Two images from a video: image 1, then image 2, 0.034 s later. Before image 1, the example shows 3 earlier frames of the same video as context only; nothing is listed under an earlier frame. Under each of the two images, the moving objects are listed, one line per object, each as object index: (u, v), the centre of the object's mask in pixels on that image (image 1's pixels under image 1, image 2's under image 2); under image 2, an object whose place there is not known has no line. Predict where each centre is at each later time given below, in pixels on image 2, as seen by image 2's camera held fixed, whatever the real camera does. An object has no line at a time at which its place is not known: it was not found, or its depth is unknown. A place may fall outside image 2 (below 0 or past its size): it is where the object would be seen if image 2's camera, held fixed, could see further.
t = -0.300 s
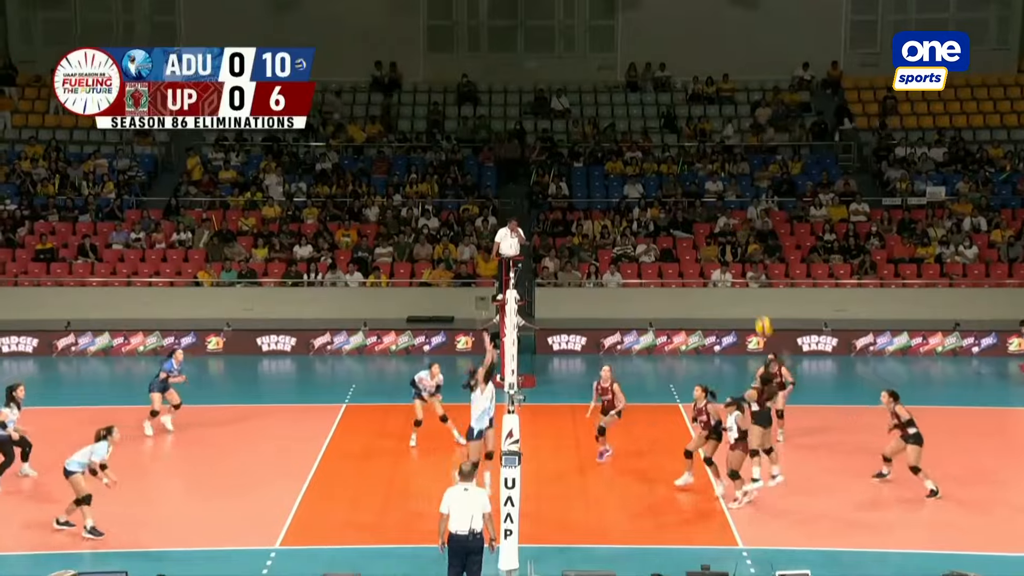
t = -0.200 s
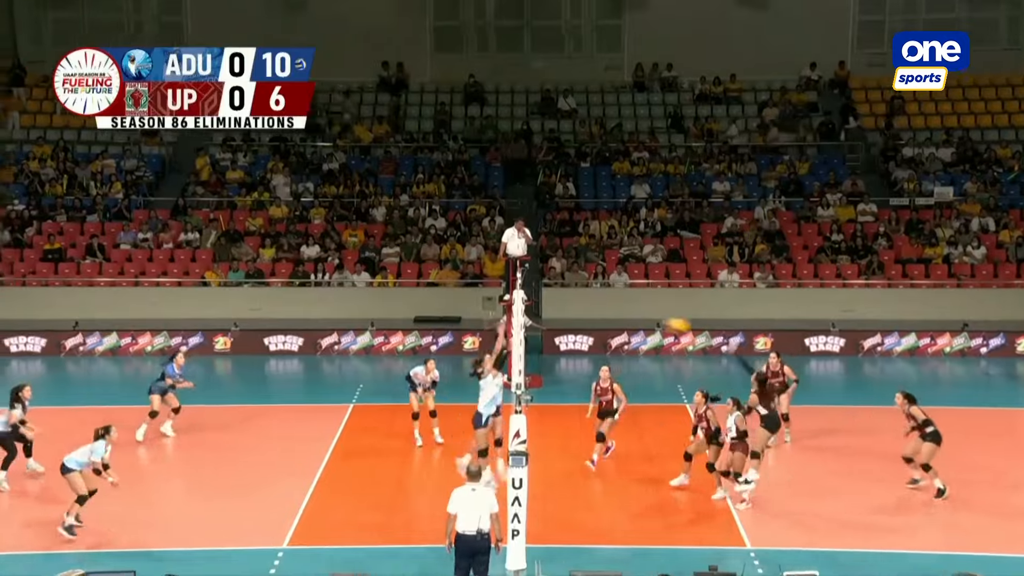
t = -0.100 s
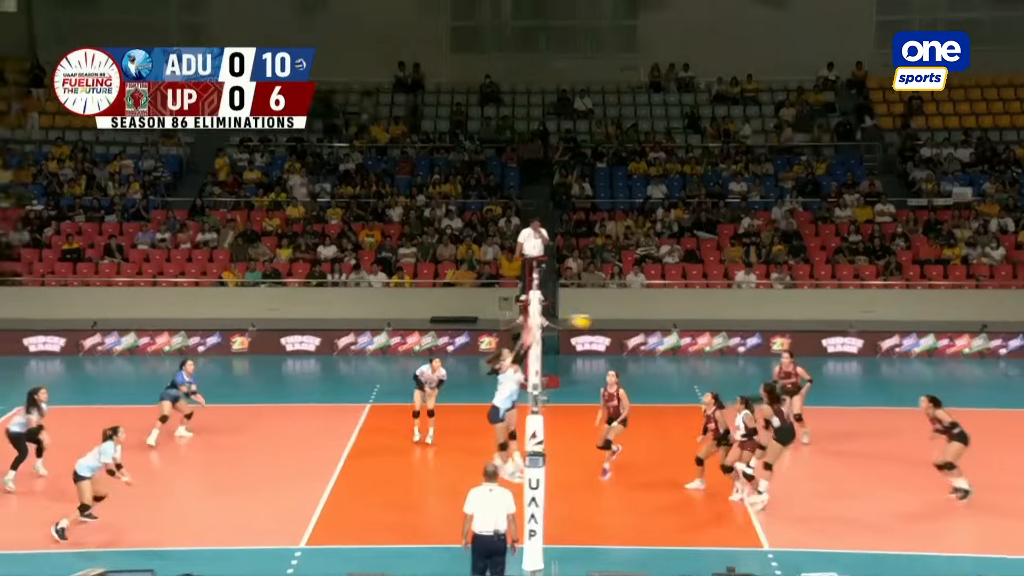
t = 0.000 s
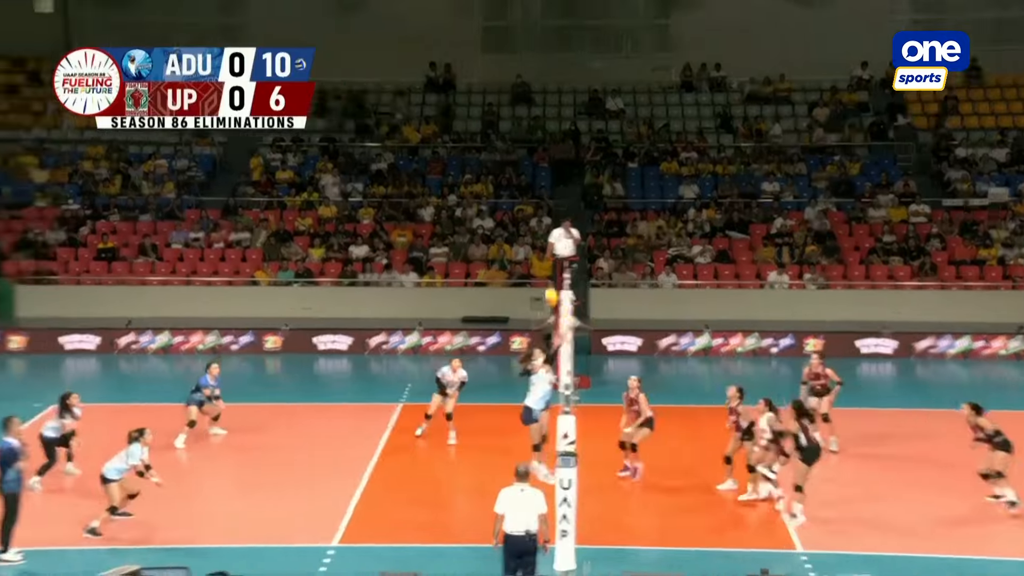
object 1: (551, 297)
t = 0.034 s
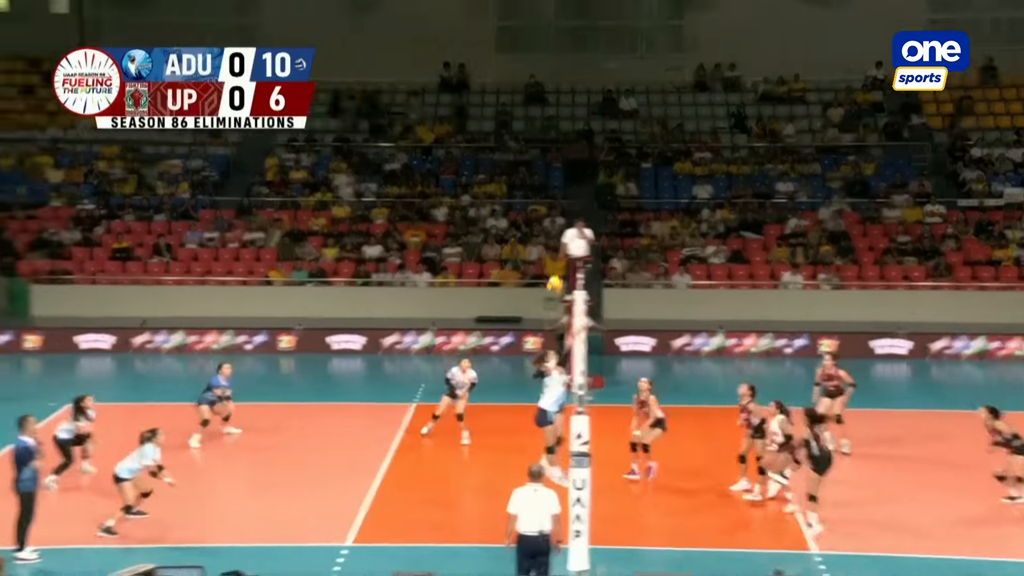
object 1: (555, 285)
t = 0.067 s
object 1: (544, 273)
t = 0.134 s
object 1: (521, 253)
